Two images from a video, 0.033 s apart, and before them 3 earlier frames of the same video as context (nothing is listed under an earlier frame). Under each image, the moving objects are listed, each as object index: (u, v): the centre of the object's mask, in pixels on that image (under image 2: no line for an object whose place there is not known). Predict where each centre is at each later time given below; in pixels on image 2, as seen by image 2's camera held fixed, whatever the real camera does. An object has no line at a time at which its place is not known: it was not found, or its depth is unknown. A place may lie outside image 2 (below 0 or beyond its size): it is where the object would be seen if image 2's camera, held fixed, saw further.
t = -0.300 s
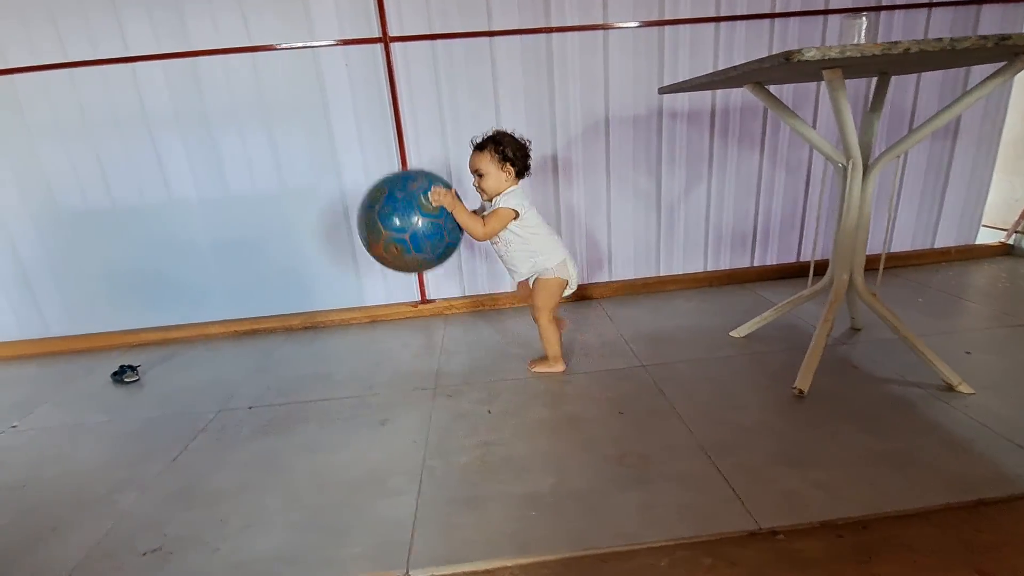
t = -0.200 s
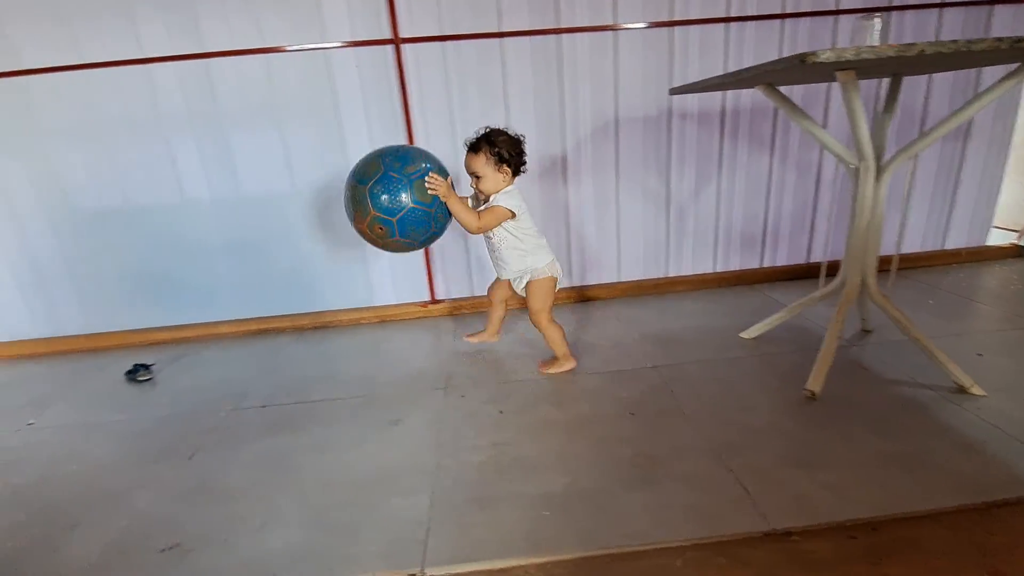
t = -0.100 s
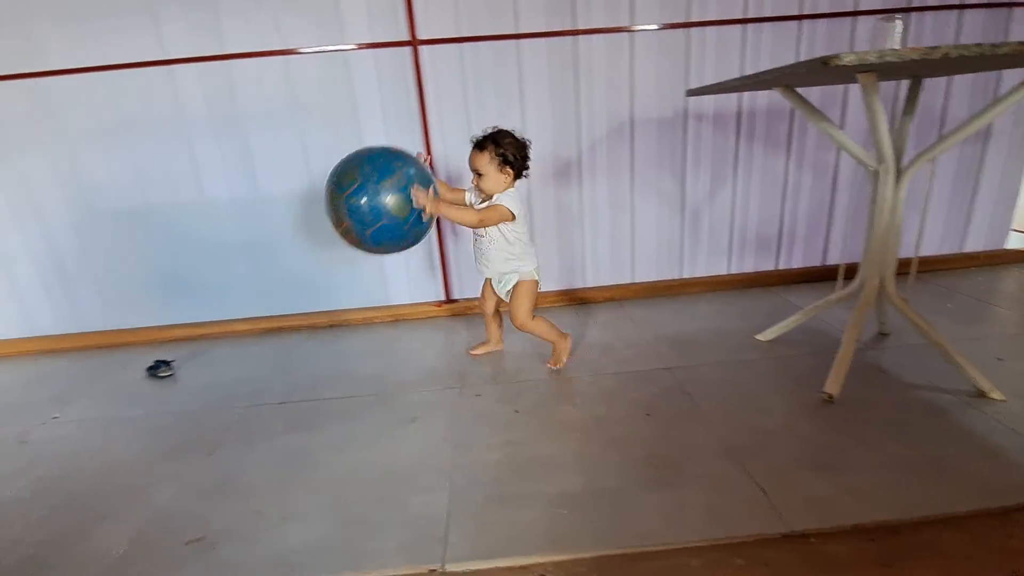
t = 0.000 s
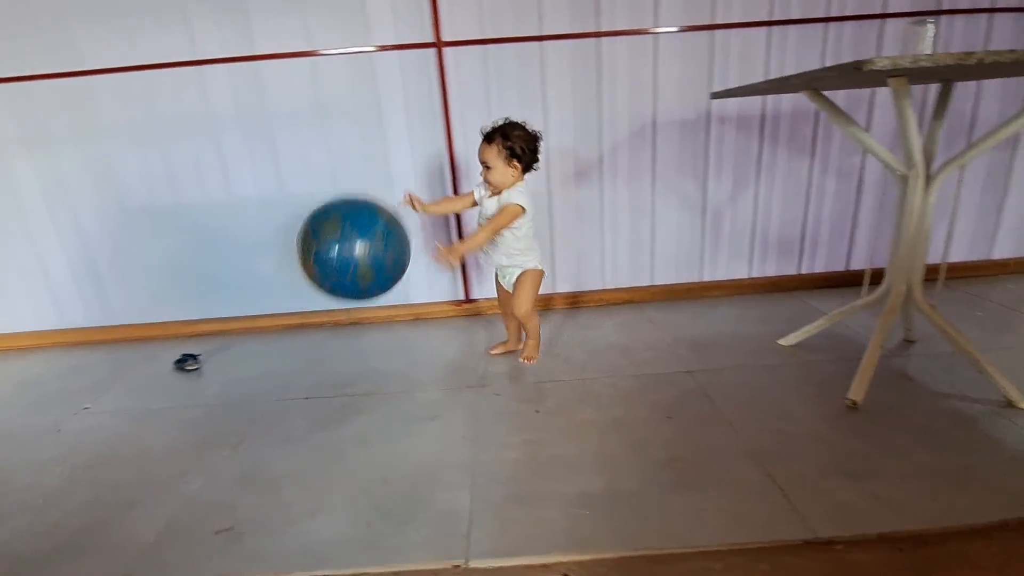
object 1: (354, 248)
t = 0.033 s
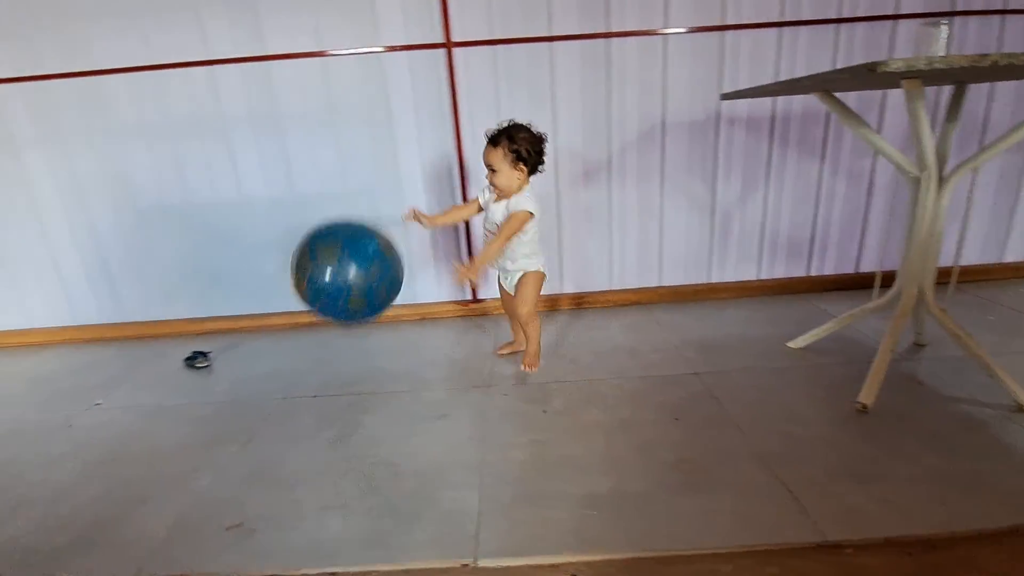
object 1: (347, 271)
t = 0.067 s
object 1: (332, 298)
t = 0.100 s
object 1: (318, 326)
